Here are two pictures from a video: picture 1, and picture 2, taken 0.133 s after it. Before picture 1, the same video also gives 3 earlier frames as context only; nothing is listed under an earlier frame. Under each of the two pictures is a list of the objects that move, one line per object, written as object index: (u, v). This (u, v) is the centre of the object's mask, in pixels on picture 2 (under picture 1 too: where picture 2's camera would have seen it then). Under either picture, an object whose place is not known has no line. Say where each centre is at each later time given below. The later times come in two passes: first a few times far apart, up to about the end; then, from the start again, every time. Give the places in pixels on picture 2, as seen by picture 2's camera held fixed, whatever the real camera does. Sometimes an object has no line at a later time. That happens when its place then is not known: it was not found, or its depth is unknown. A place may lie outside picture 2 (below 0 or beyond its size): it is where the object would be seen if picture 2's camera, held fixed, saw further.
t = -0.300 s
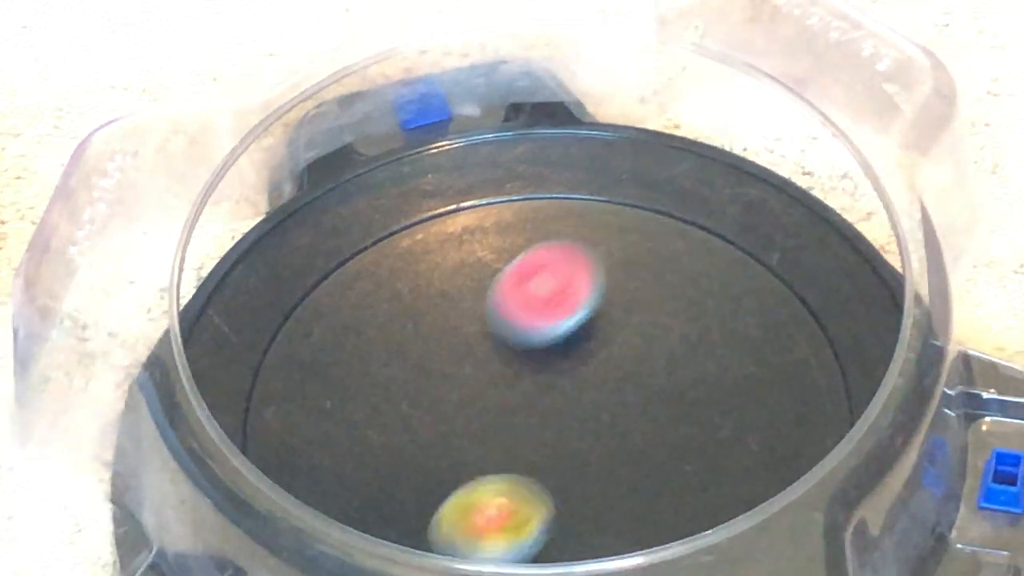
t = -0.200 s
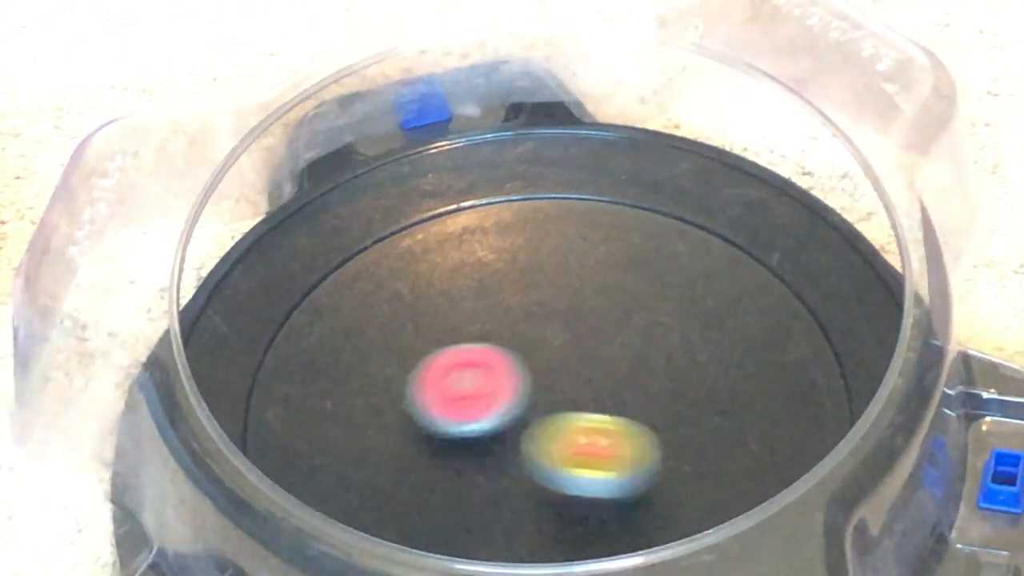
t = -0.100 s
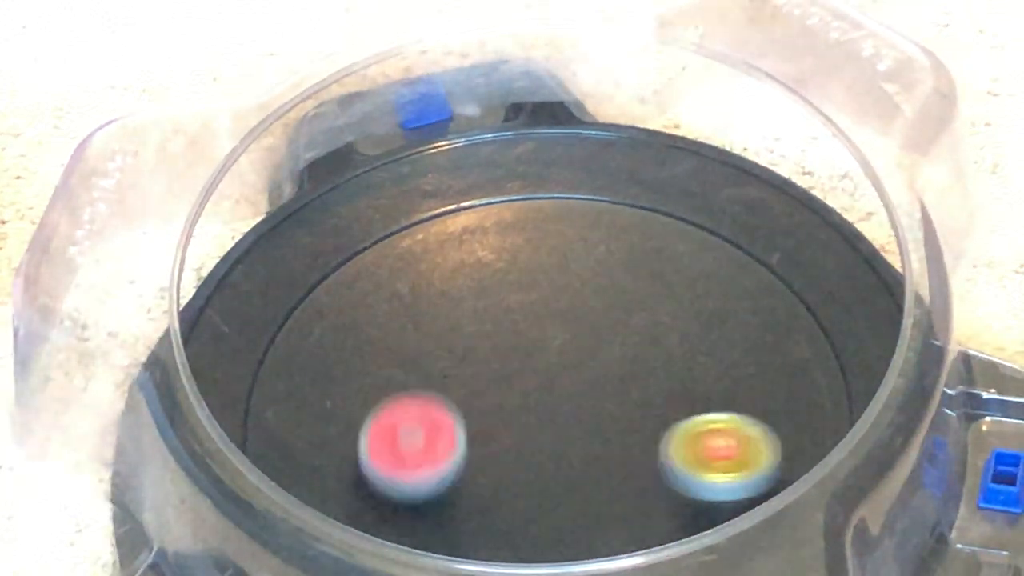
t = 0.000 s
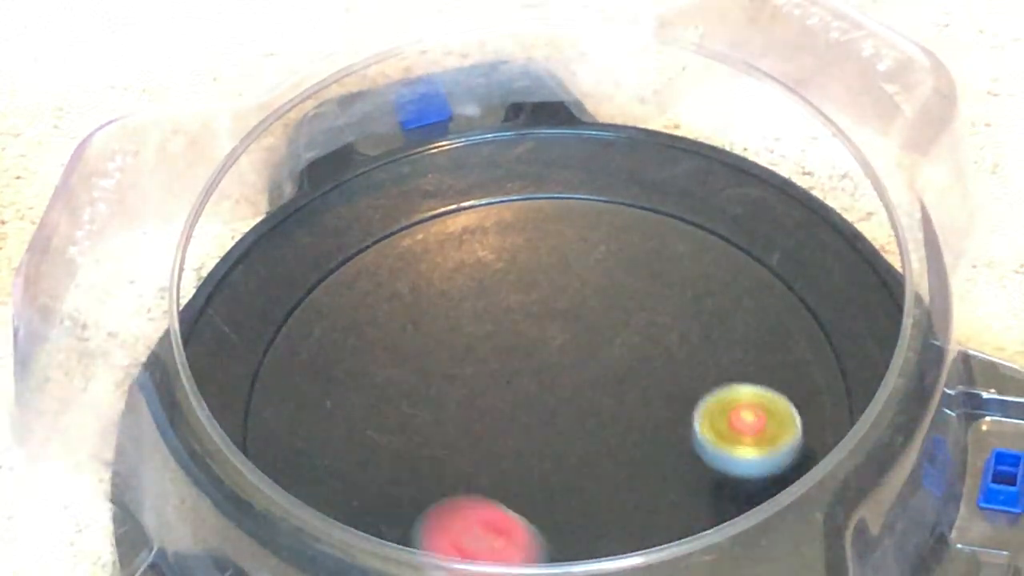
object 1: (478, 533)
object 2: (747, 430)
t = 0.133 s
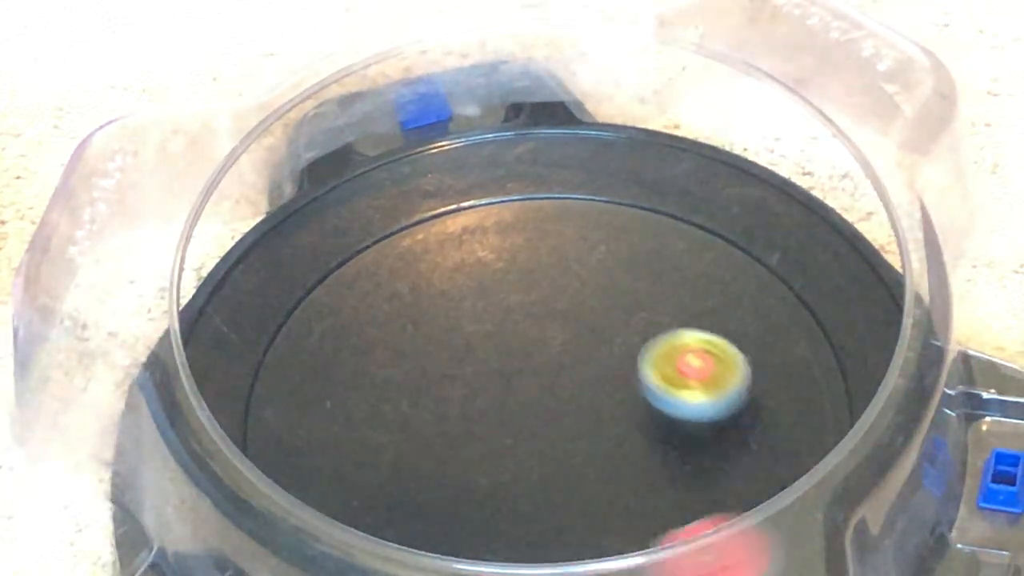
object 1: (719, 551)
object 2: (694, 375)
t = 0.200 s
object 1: (804, 496)
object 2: (655, 354)
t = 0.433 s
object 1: (656, 238)
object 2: (513, 321)
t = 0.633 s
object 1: (354, 297)
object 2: (380, 418)
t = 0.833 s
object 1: (356, 476)
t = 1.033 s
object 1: (544, 480)
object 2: (766, 569)
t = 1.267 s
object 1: (490, 297)
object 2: (806, 505)
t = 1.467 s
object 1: (323, 340)
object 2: (746, 399)
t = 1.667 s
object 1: (454, 486)
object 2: (651, 343)
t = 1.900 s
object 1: (666, 352)
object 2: (526, 336)
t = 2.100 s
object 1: (552, 215)
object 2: (448, 371)
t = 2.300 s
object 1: (401, 327)
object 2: (417, 426)
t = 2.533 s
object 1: (549, 438)
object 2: (494, 521)
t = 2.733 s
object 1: (698, 339)
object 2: (571, 507)
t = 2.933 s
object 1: (595, 242)
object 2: (601, 463)
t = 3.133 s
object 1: (478, 372)
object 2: (587, 423)
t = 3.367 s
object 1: (494, 523)
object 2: (681, 411)
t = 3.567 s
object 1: (714, 504)
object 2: (652, 361)
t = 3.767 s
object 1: (710, 349)
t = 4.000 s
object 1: (524, 294)
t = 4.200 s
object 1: (361, 266)
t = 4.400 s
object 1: (309, 412)
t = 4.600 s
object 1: (511, 512)
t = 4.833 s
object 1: (661, 377)
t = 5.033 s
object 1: (611, 238)
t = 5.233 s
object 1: (456, 264)
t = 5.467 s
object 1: (462, 448)
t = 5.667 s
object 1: (477, 540)
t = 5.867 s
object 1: (670, 543)
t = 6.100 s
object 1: (696, 398)
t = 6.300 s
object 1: (674, 325)
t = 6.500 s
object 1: (539, 324)
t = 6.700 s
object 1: (484, 442)
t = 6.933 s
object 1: (612, 517)
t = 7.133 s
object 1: (705, 451)
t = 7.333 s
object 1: (617, 374)
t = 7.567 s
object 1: (487, 270)
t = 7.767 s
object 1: (373, 346)
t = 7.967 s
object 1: (435, 470)
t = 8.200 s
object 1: (588, 522)
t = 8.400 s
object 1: (696, 466)
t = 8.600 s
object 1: (727, 448)
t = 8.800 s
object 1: (734, 434)
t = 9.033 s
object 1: (611, 455)
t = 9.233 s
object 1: (529, 516)
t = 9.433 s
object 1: (522, 544)
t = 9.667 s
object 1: (590, 538)
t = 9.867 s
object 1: (603, 489)
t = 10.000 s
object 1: (606, 482)
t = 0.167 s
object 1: (767, 532)
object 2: (675, 363)
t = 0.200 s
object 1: (804, 496)
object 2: (655, 354)
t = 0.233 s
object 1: (829, 450)
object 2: (635, 345)
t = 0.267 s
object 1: (836, 403)
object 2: (615, 338)
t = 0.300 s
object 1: (828, 356)
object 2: (594, 332)
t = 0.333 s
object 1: (804, 312)
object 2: (573, 327)
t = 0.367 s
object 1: (765, 277)
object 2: (553, 324)
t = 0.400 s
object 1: (714, 252)
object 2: (532, 322)
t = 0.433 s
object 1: (656, 238)
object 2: (513, 321)
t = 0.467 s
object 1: (594, 235)
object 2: (493, 322)
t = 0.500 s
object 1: (531, 242)
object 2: (475, 326)
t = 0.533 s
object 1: (485, 239)
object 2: (443, 350)
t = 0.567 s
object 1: (438, 243)
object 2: (414, 377)
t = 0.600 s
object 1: (394, 264)
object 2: (394, 399)
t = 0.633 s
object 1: (354, 297)
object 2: (380, 418)
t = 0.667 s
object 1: (324, 339)
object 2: (374, 431)
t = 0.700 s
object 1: (289, 349)
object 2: (392, 474)
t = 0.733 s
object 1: (275, 352)
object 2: (436, 521)
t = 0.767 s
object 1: (304, 395)
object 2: (477, 549)
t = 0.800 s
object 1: (332, 444)
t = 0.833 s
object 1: (356, 476)
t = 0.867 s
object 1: (383, 498)
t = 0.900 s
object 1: (413, 512)
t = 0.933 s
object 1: (447, 517)
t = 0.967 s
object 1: (484, 515)
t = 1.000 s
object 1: (517, 502)
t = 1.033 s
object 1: (544, 480)
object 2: (766, 569)
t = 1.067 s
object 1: (563, 453)
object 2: (777, 563)
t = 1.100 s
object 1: (572, 423)
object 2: (787, 557)
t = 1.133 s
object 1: (571, 393)
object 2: (793, 551)
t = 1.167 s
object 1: (561, 363)
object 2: (798, 543)
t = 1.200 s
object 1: (543, 337)
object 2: (805, 535)
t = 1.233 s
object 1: (519, 314)
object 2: (806, 524)
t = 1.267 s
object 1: (490, 297)
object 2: (806, 505)
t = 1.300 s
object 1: (457, 285)
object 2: (801, 485)
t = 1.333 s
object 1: (422, 279)
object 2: (792, 465)
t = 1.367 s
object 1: (389, 283)
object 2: (777, 442)
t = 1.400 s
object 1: (360, 295)
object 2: (771, 429)
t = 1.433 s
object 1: (337, 314)
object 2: (759, 413)
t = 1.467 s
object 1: (323, 340)
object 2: (746, 399)
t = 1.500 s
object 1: (319, 371)
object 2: (733, 386)
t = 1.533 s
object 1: (326, 403)
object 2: (718, 375)
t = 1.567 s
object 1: (346, 433)
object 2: (702, 365)
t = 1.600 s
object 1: (376, 458)
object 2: (686, 356)
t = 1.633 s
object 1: (413, 476)
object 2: (669, 349)
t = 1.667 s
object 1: (454, 486)
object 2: (651, 343)
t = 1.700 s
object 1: (499, 487)
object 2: (633, 338)
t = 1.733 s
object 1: (543, 480)
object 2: (614, 335)
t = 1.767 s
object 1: (582, 464)
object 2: (596, 334)
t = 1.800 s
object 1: (615, 442)
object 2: (577, 333)
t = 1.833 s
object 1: (640, 414)
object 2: (560, 333)
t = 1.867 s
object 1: (657, 384)
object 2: (543, 334)
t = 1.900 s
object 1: (666, 352)
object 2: (526, 336)
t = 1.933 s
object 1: (665, 320)
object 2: (511, 340)
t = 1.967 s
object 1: (655, 290)
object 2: (495, 344)
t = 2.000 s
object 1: (638, 264)
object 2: (482, 349)
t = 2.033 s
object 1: (614, 242)
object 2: (469, 355)
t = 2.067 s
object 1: (585, 225)
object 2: (458, 362)
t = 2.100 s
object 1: (552, 215)
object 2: (448, 371)
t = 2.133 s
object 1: (516, 214)
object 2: (440, 379)
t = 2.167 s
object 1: (481, 222)
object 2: (432, 388)
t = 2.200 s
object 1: (449, 238)
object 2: (426, 397)
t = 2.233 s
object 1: (423, 263)
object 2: (422, 407)
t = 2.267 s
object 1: (407, 294)
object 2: (418, 416)
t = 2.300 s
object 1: (401, 327)
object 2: (417, 426)
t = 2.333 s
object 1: (403, 351)
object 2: (419, 446)
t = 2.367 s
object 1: (412, 365)
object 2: (427, 476)
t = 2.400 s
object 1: (426, 385)
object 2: (436, 498)
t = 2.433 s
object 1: (449, 405)
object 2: (449, 510)
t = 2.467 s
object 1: (479, 423)
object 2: (464, 517)
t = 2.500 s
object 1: (512, 434)
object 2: (479, 520)
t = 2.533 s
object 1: (549, 438)
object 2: (494, 521)
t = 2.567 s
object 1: (583, 436)
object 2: (509, 522)
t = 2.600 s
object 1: (618, 425)
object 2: (523, 521)
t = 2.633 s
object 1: (647, 409)
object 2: (537, 519)
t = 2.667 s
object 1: (671, 388)
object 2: (549, 516)
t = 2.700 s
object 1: (688, 365)
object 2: (561, 512)
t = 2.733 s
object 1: (698, 339)
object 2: (571, 507)
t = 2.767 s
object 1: (698, 313)
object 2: (579, 500)
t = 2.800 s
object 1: (689, 289)
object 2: (587, 493)
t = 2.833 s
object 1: (673, 269)
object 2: (593, 486)
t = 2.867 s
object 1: (651, 254)
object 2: (597, 478)
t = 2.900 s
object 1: (625, 244)
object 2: (600, 471)
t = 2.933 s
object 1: (595, 242)
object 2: (601, 463)
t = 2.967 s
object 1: (564, 248)
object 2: (601, 455)
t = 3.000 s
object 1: (535, 262)
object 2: (600, 448)
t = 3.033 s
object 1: (510, 283)
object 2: (598, 441)
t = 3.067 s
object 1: (491, 310)
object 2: (595, 434)
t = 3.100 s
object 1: (479, 340)
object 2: (591, 428)
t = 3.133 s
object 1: (478, 372)
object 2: (587, 423)
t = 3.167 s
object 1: (467, 396)
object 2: (598, 423)
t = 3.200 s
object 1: (441, 411)
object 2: (632, 430)
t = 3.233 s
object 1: (429, 432)
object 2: (656, 433)
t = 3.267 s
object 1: (430, 456)
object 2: (672, 433)
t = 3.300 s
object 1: (442, 484)
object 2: (679, 429)
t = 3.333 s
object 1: (465, 508)
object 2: (682, 421)
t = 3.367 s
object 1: (494, 523)
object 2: (681, 411)
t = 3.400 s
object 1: (529, 532)
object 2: (680, 401)
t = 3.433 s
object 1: (566, 535)
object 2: (677, 391)
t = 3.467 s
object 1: (604, 532)
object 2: (673, 383)
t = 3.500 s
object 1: (649, 534)
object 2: (667, 374)
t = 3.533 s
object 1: (686, 524)
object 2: (660, 367)
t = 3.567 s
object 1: (714, 504)
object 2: (652, 361)
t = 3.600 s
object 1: (731, 476)
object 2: (643, 356)
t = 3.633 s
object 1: (745, 452)
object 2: (634, 352)
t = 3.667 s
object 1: (749, 425)
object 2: (624, 350)
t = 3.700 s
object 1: (744, 397)
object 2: (615, 350)
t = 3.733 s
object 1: (730, 371)
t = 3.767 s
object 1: (710, 349)
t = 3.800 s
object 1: (693, 329)
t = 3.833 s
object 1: (668, 315)
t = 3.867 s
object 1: (638, 304)
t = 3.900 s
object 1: (616, 291)
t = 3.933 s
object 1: (589, 285)
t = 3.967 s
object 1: (557, 286)
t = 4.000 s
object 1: (524, 294)
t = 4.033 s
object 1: (493, 308)
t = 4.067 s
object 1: (467, 326)
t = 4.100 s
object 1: (439, 311)
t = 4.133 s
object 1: (410, 280)
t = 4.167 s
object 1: (385, 265)
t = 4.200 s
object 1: (361, 266)
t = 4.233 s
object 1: (339, 277)
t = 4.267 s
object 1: (319, 298)
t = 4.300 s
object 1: (305, 323)
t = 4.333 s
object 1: (298, 351)
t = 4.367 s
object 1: (300, 381)
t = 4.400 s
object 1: (309, 412)
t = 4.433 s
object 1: (327, 441)
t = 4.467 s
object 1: (354, 468)
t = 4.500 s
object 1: (388, 488)
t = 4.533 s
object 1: (427, 502)
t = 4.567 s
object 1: (468, 511)
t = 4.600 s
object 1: (511, 512)
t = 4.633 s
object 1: (552, 507)
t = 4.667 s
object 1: (590, 495)
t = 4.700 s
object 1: (618, 475)
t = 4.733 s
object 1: (631, 449)
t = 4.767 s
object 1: (641, 427)
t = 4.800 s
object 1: (651, 404)
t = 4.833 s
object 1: (661, 377)
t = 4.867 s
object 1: (667, 350)
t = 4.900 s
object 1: (666, 322)
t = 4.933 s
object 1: (659, 297)
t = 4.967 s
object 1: (648, 274)
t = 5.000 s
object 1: (631, 254)
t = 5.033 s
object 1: (611, 238)
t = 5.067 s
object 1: (586, 226)
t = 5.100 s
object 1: (560, 221)
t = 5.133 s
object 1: (532, 222)
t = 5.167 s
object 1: (504, 230)
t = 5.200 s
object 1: (477, 244)
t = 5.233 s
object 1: (456, 264)
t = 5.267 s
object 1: (441, 290)
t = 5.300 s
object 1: (435, 317)
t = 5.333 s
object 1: (434, 346)
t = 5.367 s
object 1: (442, 374)
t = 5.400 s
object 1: (456, 402)
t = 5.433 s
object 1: (475, 427)
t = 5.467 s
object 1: (462, 448)
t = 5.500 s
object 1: (427, 465)
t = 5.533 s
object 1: (412, 485)
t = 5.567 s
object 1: (415, 502)
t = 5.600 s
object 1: (428, 520)
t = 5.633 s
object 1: (451, 530)
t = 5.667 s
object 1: (477, 540)
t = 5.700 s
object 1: (504, 548)
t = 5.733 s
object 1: (535, 551)
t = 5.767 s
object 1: (567, 552)
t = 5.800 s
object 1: (598, 548)
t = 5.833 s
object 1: (630, 541)
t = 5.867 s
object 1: (670, 543)
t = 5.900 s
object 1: (695, 535)
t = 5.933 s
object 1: (712, 517)
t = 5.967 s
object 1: (722, 493)
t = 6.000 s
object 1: (724, 469)
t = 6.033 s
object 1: (722, 445)
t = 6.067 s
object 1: (712, 421)
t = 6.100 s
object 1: (696, 398)
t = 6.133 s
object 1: (675, 379)
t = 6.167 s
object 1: (652, 363)
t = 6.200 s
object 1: (667, 353)
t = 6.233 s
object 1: (683, 345)
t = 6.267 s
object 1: (684, 336)
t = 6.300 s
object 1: (674, 325)
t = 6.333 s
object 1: (656, 315)
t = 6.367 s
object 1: (635, 308)
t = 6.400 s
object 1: (611, 306)
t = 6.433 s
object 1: (587, 307)
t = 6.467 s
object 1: (562, 313)
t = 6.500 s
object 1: (539, 324)
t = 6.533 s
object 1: (519, 339)
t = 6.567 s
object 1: (503, 357)
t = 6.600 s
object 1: (491, 376)
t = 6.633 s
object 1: (484, 398)
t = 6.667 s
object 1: (482, 420)
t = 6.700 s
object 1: (484, 442)
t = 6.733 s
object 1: (492, 462)
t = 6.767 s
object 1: (505, 480)
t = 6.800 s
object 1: (522, 496)
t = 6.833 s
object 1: (543, 509)
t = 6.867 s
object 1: (564, 516)
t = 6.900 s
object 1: (588, 518)
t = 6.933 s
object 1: (612, 517)
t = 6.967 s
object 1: (637, 513)
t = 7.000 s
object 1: (659, 507)
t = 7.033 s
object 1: (678, 497)
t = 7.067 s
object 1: (693, 485)
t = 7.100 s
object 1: (702, 468)
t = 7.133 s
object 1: (705, 451)
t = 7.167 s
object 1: (703, 433)
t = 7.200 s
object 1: (695, 415)
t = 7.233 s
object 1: (681, 400)
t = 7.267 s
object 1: (663, 388)
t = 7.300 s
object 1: (642, 379)
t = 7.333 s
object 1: (617, 374)
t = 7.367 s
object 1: (593, 369)
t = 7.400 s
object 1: (587, 336)
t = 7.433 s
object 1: (580, 306)
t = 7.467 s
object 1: (563, 287)
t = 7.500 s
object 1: (540, 277)
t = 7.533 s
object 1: (513, 272)
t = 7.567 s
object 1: (487, 270)
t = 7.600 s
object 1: (460, 273)
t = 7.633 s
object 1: (435, 280)
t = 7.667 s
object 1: (413, 292)
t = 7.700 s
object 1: (395, 307)
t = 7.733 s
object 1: (382, 325)
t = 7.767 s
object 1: (373, 346)
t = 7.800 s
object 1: (371, 368)
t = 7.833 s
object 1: (373, 391)
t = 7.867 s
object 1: (381, 413)
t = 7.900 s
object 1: (394, 434)
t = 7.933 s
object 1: (413, 454)
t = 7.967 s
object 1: (435, 470)
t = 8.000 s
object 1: (461, 482)
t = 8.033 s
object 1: (489, 492)
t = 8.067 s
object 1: (516, 499)
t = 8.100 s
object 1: (530, 510)
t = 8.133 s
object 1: (543, 519)
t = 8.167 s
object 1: (564, 523)
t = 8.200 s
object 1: (588, 522)
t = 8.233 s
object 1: (612, 520)
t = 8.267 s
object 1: (636, 515)
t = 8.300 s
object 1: (658, 506)
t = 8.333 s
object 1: (675, 496)
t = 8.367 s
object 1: (688, 483)
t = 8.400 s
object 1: (696, 466)
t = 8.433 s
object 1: (699, 448)
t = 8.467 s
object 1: (697, 431)
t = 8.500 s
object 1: (690, 413)
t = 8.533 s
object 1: (691, 411)
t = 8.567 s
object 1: (714, 435)
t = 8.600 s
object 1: (727, 448)
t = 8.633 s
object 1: (736, 453)
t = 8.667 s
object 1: (743, 451)
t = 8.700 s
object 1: (747, 447)
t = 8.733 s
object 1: (747, 442)
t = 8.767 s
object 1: (742, 438)
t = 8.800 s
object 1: (734, 434)
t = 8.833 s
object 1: (721, 431)
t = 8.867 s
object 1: (705, 429)
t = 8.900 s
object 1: (687, 431)
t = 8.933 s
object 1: (668, 435)
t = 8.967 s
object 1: (648, 441)
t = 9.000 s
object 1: (629, 447)
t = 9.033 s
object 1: (611, 455)
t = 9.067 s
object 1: (593, 464)
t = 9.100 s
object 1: (577, 474)
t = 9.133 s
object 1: (562, 484)
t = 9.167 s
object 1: (549, 495)
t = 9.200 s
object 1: (538, 506)
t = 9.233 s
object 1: (529, 516)
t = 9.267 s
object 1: (522, 524)
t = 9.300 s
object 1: (517, 530)
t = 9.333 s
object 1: (515, 535)
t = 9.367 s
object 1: (514, 539)
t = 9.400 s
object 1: (517, 542)
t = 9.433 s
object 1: (522, 544)
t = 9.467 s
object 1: (530, 544)
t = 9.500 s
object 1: (539, 543)
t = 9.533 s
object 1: (545, 539)
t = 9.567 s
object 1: (550, 536)
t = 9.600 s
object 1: (563, 539)
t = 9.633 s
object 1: (577, 540)
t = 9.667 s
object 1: (590, 538)
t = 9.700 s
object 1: (601, 533)
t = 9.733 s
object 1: (609, 527)
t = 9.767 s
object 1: (614, 520)
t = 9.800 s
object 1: (614, 512)
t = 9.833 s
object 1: (611, 501)
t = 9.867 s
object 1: (603, 489)
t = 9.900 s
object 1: (597, 480)
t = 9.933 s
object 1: (599, 480)
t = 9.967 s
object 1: (605, 485)
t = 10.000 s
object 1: (606, 482)
